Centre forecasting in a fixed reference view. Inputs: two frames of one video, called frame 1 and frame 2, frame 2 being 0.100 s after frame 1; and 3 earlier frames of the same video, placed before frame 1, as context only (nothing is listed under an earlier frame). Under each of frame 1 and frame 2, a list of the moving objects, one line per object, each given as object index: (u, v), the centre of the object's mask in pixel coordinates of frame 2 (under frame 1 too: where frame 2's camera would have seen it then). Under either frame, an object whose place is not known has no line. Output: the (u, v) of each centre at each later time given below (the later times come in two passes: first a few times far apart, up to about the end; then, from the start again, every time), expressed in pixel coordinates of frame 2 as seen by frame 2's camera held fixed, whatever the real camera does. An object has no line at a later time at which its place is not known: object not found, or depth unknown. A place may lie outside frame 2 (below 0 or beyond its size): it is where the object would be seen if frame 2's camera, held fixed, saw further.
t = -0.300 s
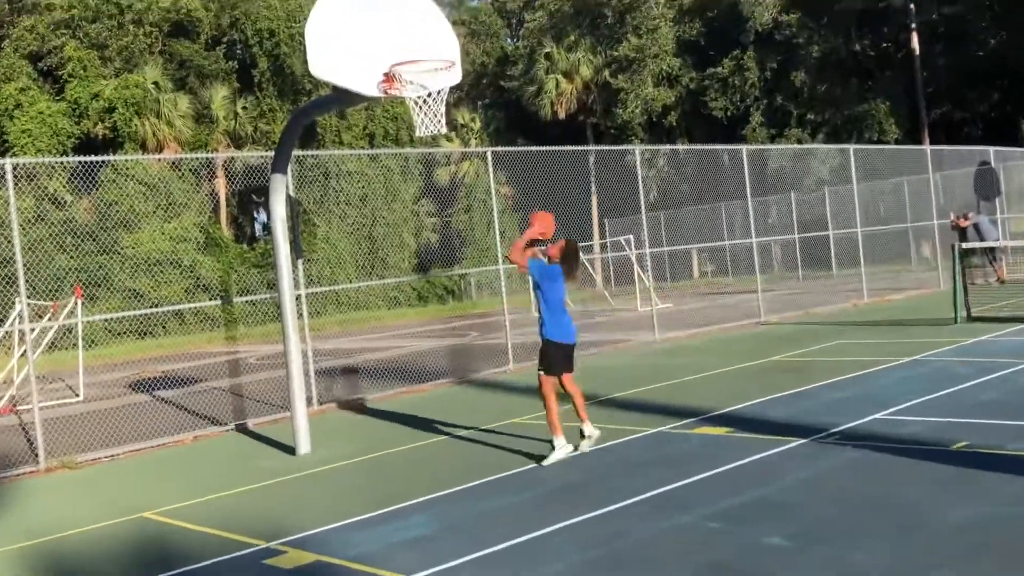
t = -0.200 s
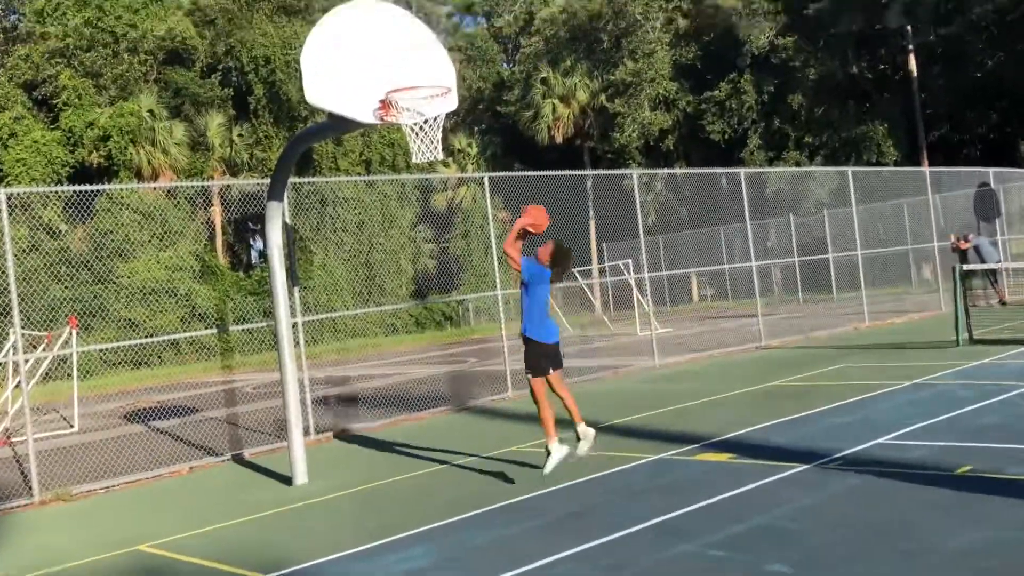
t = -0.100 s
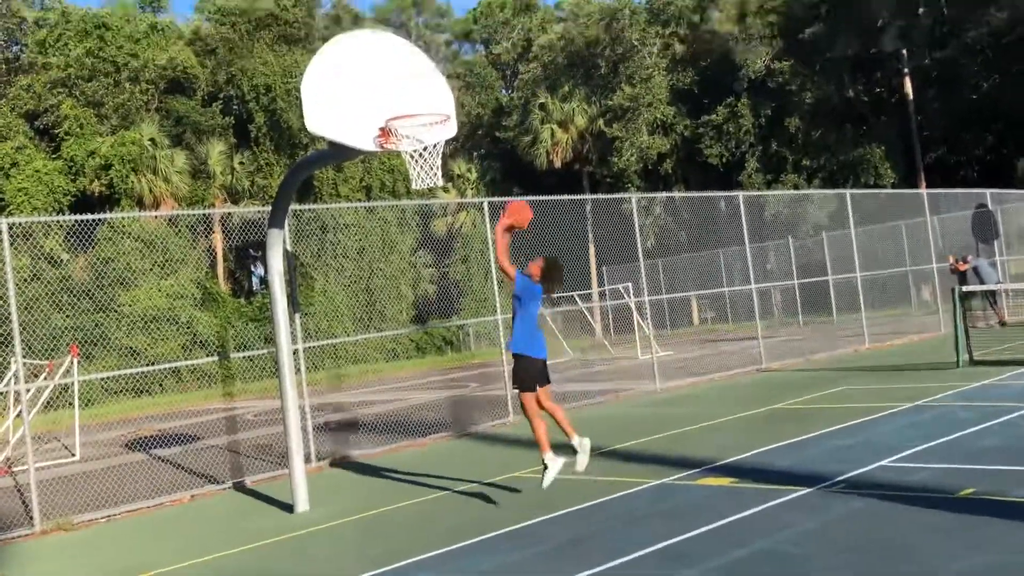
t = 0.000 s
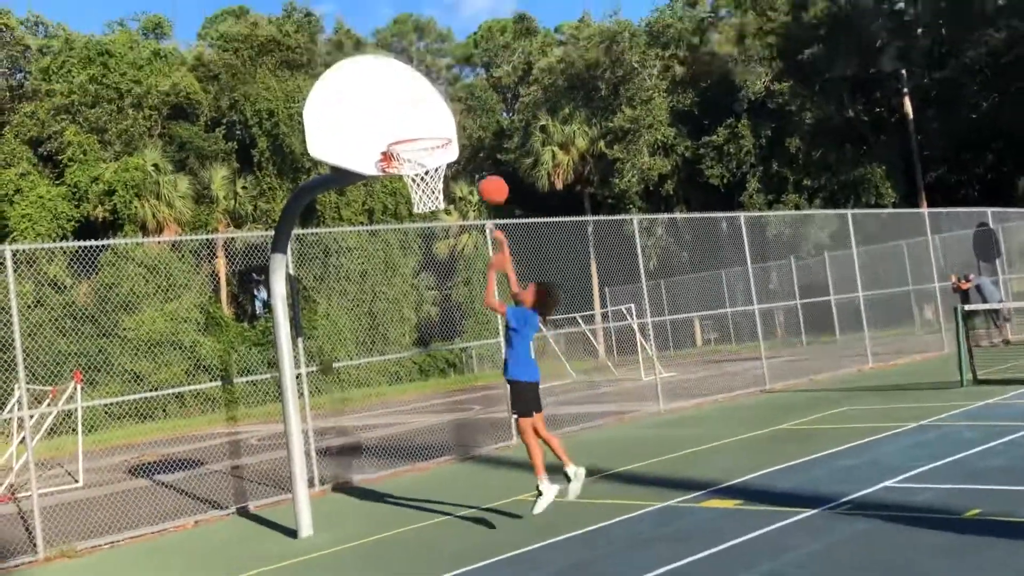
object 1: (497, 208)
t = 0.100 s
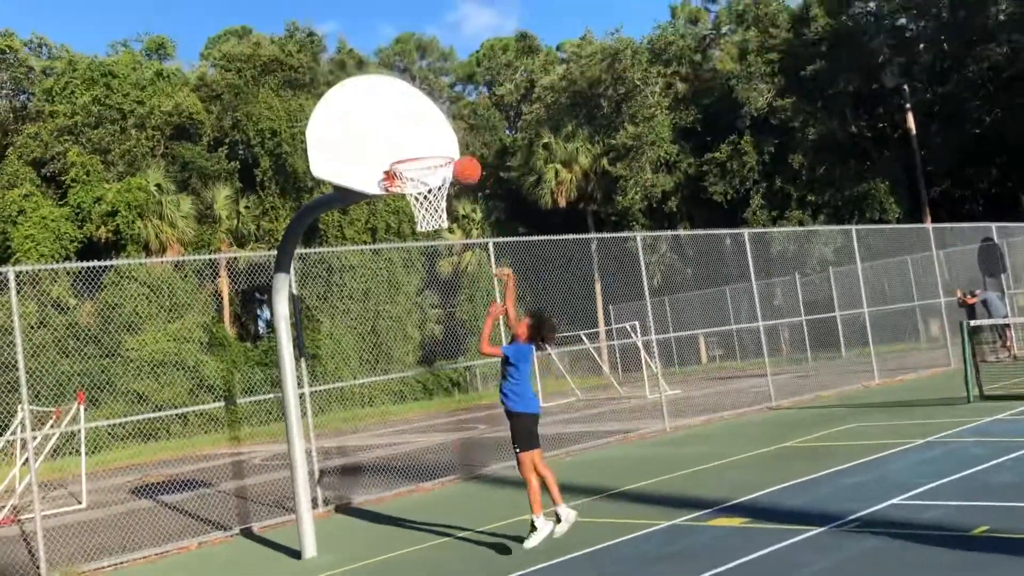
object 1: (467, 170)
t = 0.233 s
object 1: (426, 141)
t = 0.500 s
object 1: (417, 141)
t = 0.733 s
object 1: (432, 200)
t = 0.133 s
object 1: (460, 160)
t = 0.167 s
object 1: (448, 149)
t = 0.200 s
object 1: (436, 145)
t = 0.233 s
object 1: (426, 141)
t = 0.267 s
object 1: (418, 138)
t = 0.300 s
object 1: (411, 135)
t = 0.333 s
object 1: (411, 132)
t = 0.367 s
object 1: (413, 130)
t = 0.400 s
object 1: (413, 131)
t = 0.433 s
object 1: (415, 133)
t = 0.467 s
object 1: (416, 136)
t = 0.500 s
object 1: (417, 141)
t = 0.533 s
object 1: (419, 146)
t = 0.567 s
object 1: (420, 152)
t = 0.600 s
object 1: (424, 165)
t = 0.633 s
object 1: (426, 176)
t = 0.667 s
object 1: (427, 186)
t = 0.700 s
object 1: (431, 192)
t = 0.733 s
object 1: (432, 200)
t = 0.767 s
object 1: (435, 205)
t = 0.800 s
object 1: (436, 213)
